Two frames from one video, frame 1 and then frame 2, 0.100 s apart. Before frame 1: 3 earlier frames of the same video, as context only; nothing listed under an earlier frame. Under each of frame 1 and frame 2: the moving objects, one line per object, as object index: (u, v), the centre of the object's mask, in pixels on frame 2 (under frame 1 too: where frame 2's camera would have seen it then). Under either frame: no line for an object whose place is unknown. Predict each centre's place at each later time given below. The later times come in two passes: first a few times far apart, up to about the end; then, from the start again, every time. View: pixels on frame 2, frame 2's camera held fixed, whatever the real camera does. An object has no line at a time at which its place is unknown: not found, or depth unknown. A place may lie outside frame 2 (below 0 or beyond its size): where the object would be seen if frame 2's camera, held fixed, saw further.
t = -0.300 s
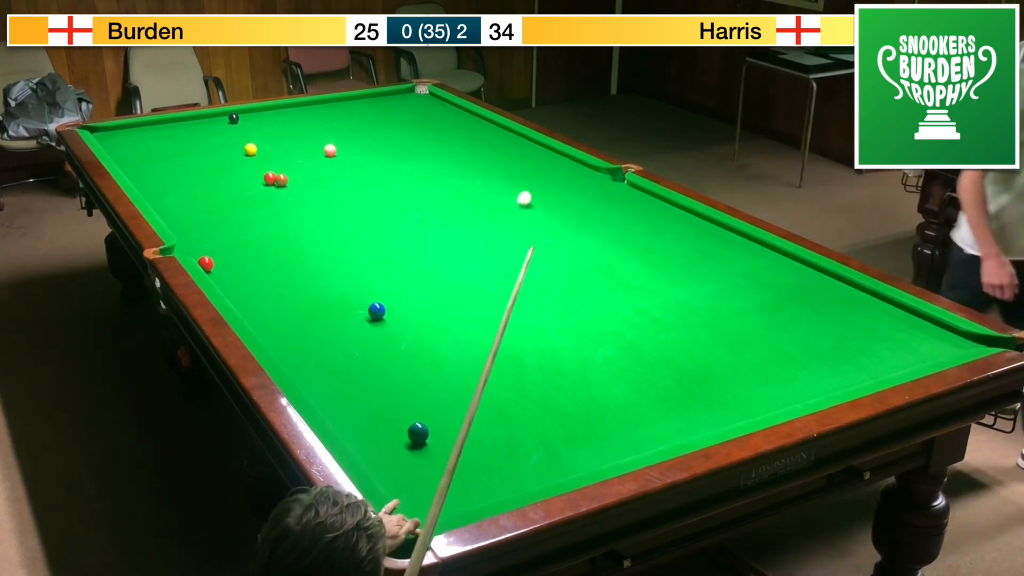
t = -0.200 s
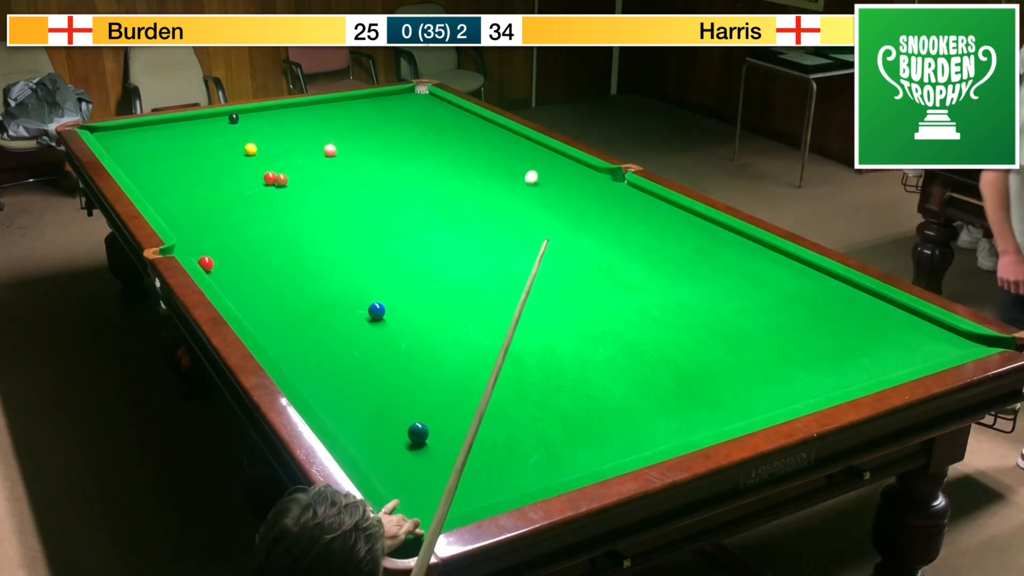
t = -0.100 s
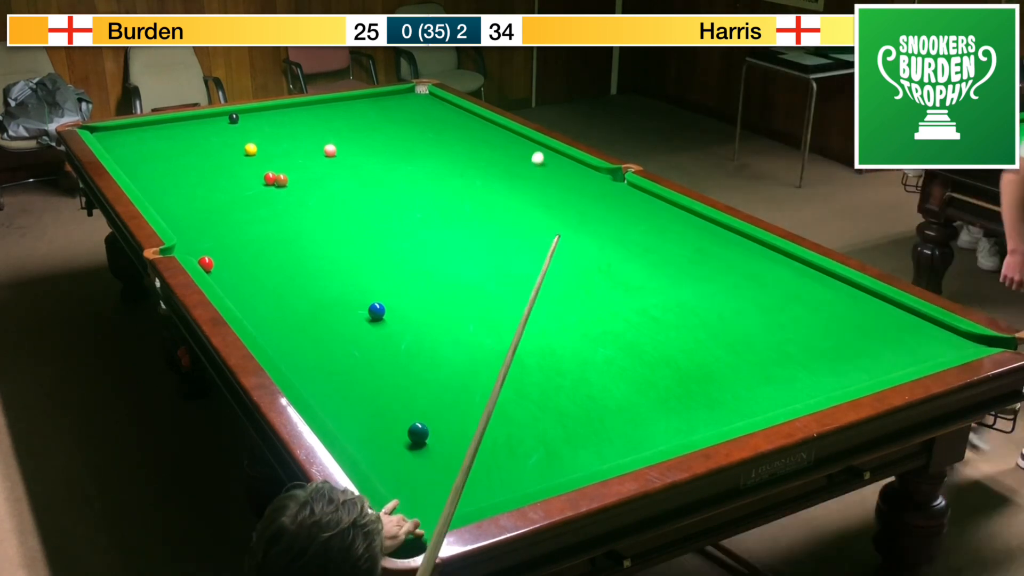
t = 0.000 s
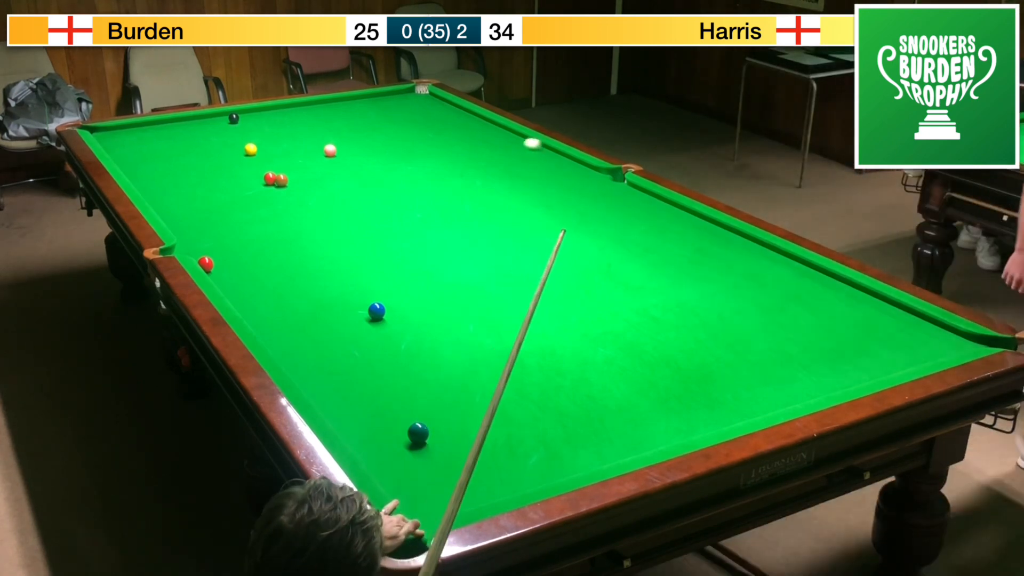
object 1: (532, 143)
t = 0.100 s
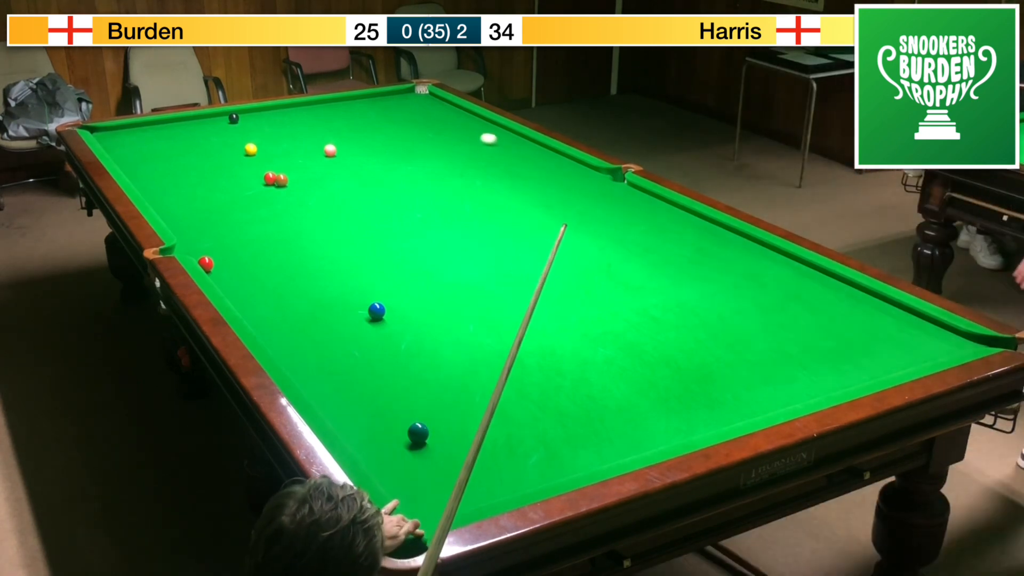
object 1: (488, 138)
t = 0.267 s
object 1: (427, 129)
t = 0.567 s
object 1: (331, 114)
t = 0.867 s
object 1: (266, 116)
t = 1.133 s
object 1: (228, 136)
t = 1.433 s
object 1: (178, 163)
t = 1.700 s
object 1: (150, 185)
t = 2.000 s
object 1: (216, 197)
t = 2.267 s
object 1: (274, 207)
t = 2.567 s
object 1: (341, 220)
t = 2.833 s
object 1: (400, 231)
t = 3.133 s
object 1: (469, 243)
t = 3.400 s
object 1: (531, 255)
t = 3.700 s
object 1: (603, 268)
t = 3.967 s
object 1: (668, 280)
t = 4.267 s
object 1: (743, 294)
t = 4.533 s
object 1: (809, 307)
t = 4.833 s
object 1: (883, 321)
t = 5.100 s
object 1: (950, 334)
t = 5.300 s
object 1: (996, 344)
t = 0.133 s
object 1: (475, 137)
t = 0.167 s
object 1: (462, 135)
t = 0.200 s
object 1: (450, 133)
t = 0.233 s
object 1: (438, 131)
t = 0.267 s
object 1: (427, 129)
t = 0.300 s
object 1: (416, 127)
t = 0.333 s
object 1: (405, 125)
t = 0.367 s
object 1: (394, 124)
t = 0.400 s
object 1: (383, 122)
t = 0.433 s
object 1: (372, 120)
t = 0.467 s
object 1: (362, 118)
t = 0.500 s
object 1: (352, 117)
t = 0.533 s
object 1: (341, 115)
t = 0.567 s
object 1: (331, 114)
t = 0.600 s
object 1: (321, 112)
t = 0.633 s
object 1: (311, 110)
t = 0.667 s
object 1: (302, 108)
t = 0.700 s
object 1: (292, 107)
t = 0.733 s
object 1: (283, 105)
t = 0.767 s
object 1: (278, 108)
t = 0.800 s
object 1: (275, 110)
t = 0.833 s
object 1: (271, 113)
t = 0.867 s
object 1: (266, 116)
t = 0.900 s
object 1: (262, 118)
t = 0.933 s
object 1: (257, 121)
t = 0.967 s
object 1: (252, 123)
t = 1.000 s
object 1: (247, 126)
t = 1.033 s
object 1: (243, 128)
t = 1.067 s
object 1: (238, 131)
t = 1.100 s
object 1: (233, 134)
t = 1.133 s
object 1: (228, 136)
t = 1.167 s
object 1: (223, 139)
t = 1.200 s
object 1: (217, 142)
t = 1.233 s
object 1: (212, 145)
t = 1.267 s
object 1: (206, 148)
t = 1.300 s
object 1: (201, 151)
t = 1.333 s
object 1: (195, 154)
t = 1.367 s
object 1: (190, 157)
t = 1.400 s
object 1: (184, 160)
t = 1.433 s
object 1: (178, 163)
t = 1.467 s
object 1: (172, 166)
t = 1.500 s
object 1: (166, 169)
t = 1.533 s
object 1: (160, 172)
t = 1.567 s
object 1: (154, 176)
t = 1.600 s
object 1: (147, 179)
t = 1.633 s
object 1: (141, 182)
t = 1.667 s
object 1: (142, 184)
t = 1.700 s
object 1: (150, 185)
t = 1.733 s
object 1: (159, 187)
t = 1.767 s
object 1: (166, 188)
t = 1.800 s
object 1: (173, 189)
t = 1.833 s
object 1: (180, 190)
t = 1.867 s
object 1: (187, 192)
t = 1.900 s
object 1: (195, 193)
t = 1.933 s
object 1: (202, 194)
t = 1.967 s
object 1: (209, 195)
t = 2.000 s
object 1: (216, 197)
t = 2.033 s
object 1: (223, 198)
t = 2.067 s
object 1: (230, 199)
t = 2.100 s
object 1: (238, 201)
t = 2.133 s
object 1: (245, 202)
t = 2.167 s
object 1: (252, 203)
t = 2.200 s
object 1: (259, 205)
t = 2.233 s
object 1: (267, 206)
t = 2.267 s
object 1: (274, 207)
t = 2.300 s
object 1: (281, 209)
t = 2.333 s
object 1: (289, 209)
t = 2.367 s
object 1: (297, 213)
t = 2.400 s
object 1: (304, 213)
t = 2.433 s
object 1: (311, 213)
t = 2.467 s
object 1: (318, 215)
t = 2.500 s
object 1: (326, 218)
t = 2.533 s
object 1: (333, 218)
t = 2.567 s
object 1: (341, 220)
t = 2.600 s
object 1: (348, 221)
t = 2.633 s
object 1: (355, 223)
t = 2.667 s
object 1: (363, 224)
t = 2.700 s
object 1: (370, 225)
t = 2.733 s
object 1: (378, 227)
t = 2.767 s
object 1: (385, 228)
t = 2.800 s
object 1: (393, 229)
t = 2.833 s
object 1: (400, 231)
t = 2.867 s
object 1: (408, 232)
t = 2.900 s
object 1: (415, 234)
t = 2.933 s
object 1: (423, 235)
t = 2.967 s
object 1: (431, 236)
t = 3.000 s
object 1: (438, 238)
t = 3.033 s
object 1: (446, 239)
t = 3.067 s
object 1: (454, 241)
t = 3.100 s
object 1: (461, 242)
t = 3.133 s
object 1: (469, 243)
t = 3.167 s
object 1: (477, 245)
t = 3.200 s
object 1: (484, 247)
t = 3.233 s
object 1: (492, 248)
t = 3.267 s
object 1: (500, 249)
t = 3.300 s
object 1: (508, 250)
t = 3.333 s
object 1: (516, 252)
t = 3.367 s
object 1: (524, 254)
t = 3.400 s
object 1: (531, 255)
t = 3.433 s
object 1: (539, 256)
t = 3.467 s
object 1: (547, 258)
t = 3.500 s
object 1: (555, 259)
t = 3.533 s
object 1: (563, 261)
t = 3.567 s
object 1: (571, 262)
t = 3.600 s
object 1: (579, 264)
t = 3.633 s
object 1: (587, 265)
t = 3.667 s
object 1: (595, 266)
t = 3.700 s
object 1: (603, 268)
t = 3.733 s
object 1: (611, 270)
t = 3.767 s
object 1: (619, 271)
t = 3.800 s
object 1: (627, 273)
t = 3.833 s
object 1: (635, 274)
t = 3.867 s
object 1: (644, 276)
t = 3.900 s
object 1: (652, 277)
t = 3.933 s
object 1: (660, 279)
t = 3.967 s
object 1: (668, 280)
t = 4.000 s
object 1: (676, 281)
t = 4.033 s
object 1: (685, 283)
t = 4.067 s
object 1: (693, 285)
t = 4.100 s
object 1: (701, 286)
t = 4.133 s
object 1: (709, 288)
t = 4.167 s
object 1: (718, 289)
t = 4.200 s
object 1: (726, 291)
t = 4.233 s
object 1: (735, 292)
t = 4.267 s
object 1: (743, 294)
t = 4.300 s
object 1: (751, 296)
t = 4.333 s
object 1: (759, 297)
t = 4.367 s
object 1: (768, 299)
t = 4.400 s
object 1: (776, 300)
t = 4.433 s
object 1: (784, 302)
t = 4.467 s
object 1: (793, 304)
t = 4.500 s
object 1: (801, 305)
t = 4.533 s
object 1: (809, 307)
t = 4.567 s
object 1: (817, 308)
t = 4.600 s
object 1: (826, 310)
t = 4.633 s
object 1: (834, 311)
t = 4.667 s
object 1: (842, 313)
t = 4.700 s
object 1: (851, 315)
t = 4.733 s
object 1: (859, 316)
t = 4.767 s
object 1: (867, 318)
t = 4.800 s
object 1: (875, 319)
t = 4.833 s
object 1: (883, 321)
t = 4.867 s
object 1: (892, 323)
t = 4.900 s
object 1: (900, 324)
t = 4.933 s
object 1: (908, 326)
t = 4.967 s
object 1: (916, 327)
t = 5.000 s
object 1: (925, 329)
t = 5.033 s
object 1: (933, 331)
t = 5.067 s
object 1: (942, 333)
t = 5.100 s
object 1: (950, 334)
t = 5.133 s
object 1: (958, 335)
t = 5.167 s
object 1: (966, 337)
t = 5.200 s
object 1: (975, 338)
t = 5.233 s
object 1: (982, 339)
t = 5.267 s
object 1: (989, 341)
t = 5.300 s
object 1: (996, 344)
